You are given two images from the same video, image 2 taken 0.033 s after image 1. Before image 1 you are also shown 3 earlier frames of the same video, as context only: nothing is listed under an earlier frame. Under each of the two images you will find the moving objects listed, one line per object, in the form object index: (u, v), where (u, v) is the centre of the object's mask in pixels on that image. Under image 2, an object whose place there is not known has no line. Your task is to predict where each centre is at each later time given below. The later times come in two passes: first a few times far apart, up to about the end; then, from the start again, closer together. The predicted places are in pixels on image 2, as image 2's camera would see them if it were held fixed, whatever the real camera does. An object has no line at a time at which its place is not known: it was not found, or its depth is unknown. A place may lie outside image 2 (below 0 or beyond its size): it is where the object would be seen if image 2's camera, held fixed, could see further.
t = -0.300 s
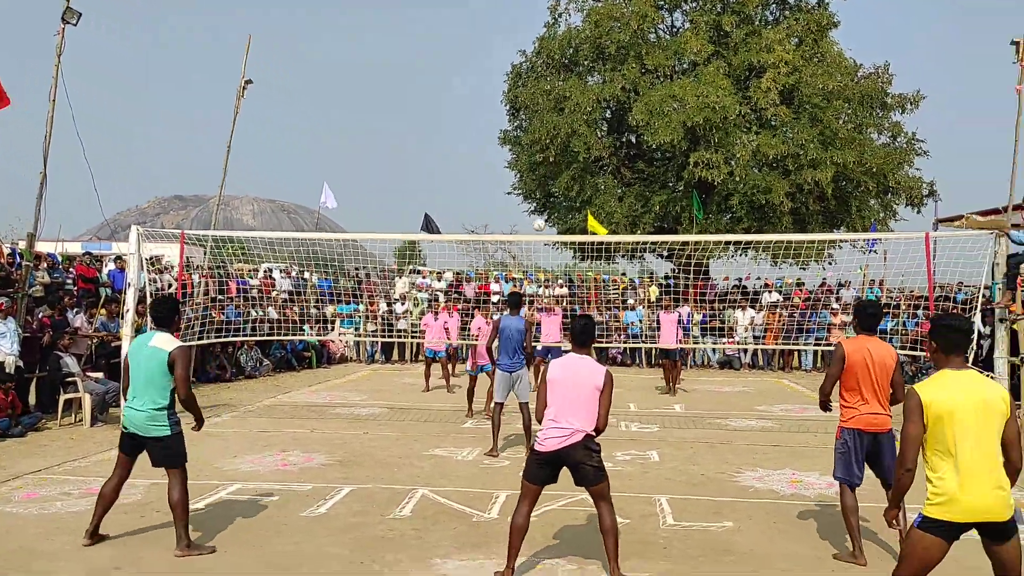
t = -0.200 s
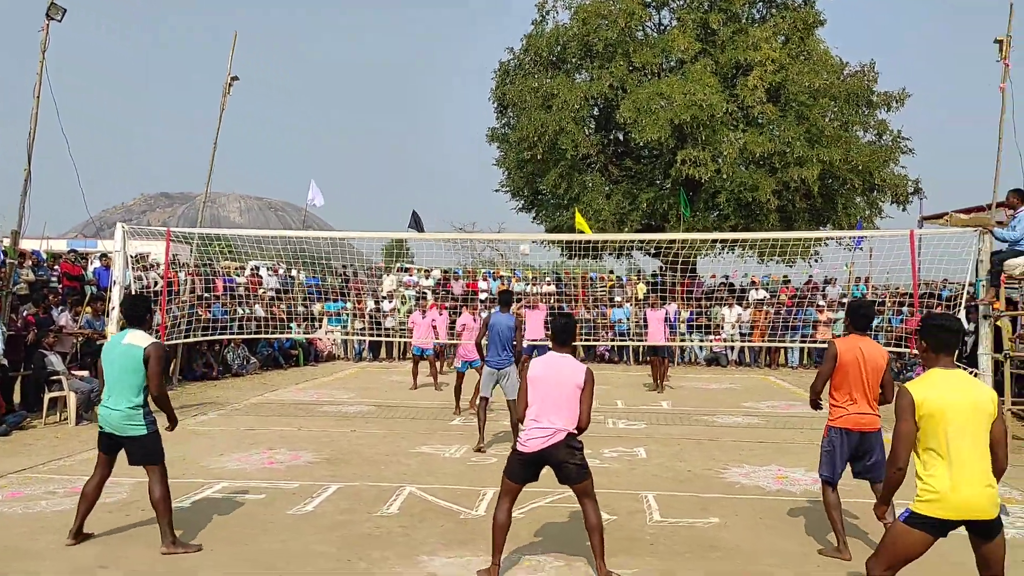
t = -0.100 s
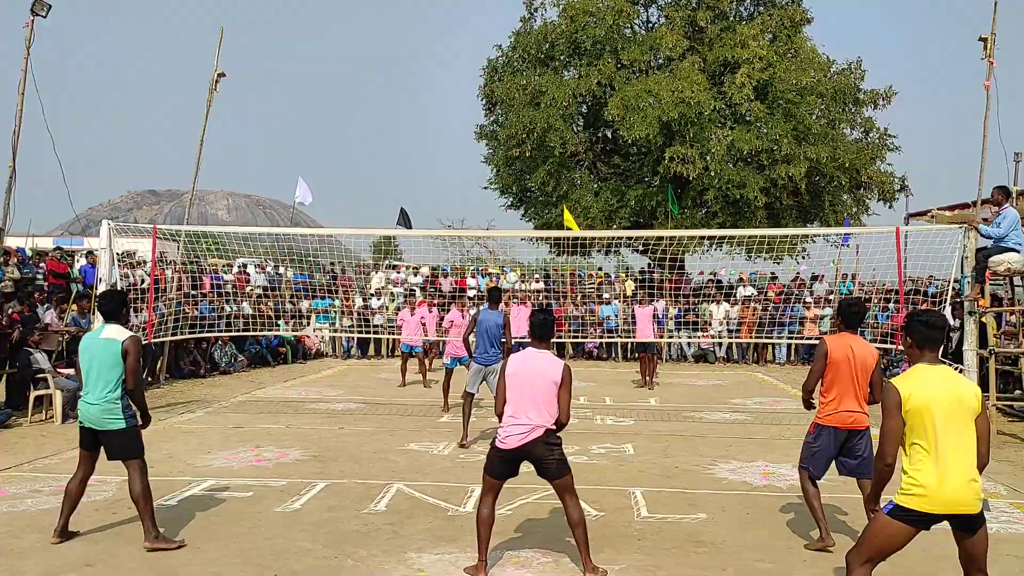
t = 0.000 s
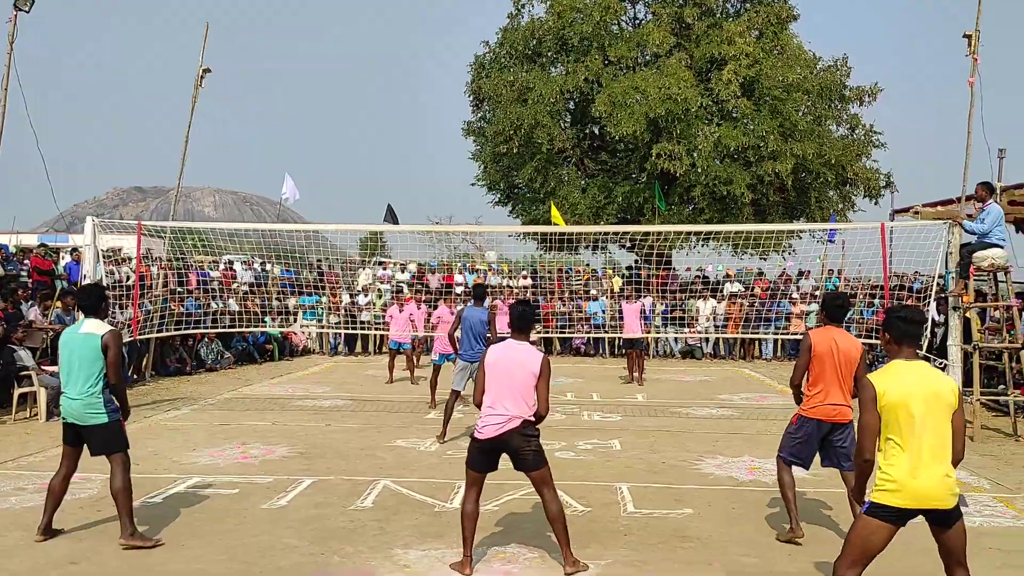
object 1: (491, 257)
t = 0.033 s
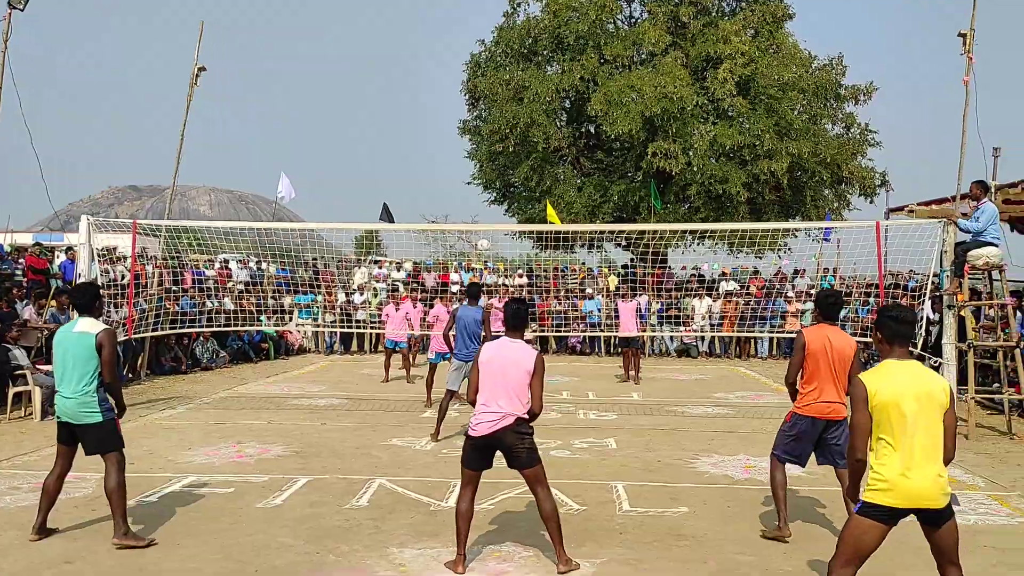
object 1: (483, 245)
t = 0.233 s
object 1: (460, 190)
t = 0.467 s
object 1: (428, 141)
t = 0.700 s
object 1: (381, 124)
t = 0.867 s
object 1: (331, 148)
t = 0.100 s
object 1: (476, 222)
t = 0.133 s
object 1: (472, 216)
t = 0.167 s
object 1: (468, 207)
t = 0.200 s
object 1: (464, 199)
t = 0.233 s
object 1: (460, 190)
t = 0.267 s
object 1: (456, 182)
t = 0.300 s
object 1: (452, 174)
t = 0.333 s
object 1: (447, 167)
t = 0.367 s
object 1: (442, 160)
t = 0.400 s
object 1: (438, 153)
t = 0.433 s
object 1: (433, 147)
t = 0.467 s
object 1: (428, 141)
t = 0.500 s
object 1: (422, 136)
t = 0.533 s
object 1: (416, 132)
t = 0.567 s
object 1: (410, 129)
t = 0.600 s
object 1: (403, 126)
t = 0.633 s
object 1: (396, 125)
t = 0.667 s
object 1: (389, 124)
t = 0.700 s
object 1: (381, 124)
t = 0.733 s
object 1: (372, 126)
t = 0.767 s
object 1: (363, 130)
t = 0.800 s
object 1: (353, 134)
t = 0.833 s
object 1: (343, 140)
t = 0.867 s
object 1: (331, 148)
